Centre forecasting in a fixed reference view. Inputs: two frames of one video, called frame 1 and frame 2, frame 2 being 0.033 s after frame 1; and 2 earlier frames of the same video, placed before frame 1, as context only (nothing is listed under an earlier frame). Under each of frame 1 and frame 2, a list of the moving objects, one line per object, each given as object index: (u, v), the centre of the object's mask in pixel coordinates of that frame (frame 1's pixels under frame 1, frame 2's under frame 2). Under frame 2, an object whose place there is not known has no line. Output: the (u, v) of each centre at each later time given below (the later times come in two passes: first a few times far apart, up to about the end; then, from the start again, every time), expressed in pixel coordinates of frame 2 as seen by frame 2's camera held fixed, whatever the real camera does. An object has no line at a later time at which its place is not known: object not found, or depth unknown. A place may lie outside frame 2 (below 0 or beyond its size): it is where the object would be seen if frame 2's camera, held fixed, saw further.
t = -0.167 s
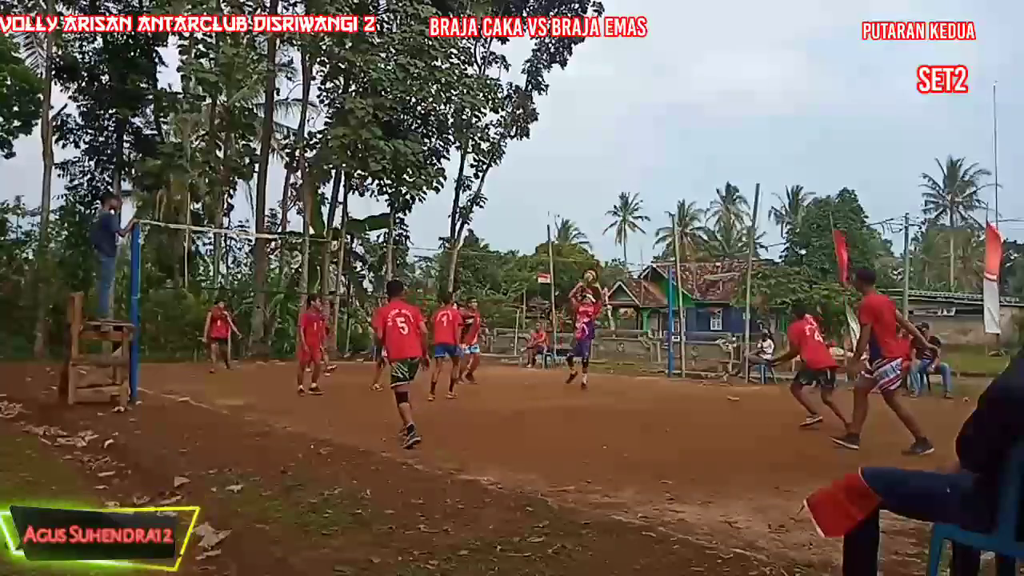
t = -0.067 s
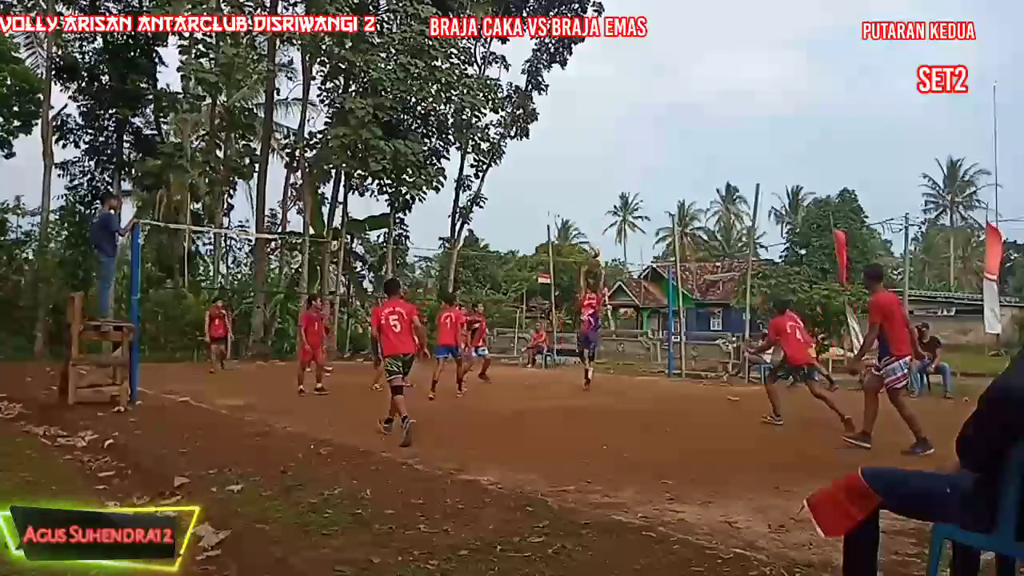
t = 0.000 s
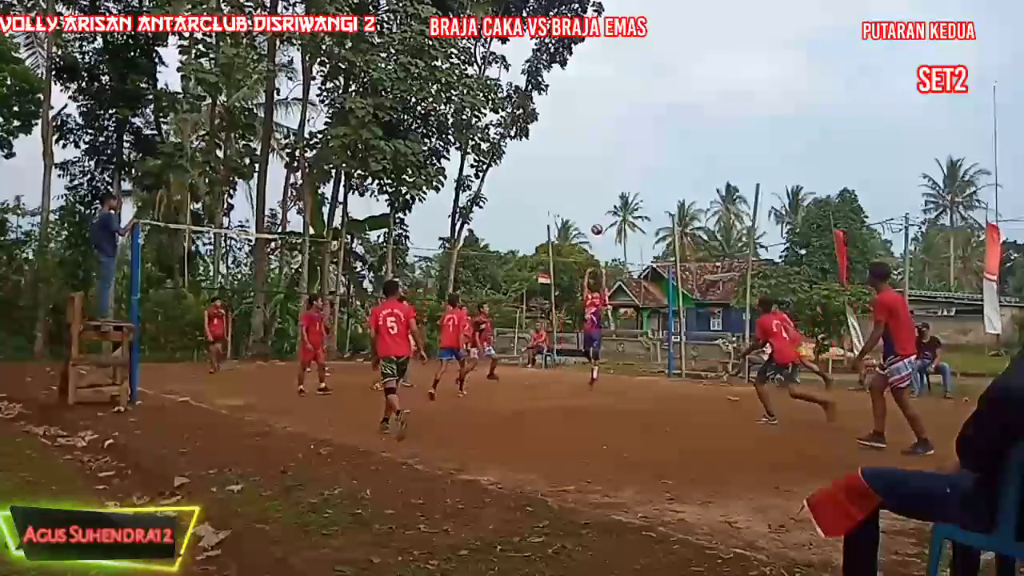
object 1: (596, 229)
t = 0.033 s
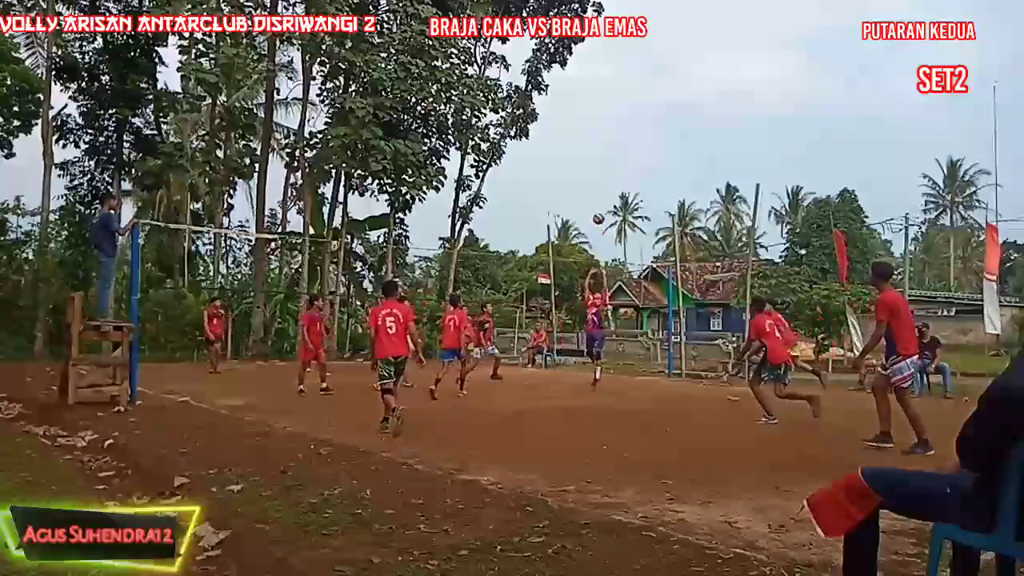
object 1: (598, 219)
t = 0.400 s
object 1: (617, 149)
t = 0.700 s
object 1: (631, 145)
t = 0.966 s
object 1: (642, 179)
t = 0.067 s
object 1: (600, 209)
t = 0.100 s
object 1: (601, 200)
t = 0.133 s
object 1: (603, 192)
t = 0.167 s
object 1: (605, 184)
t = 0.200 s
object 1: (607, 177)
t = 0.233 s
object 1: (608, 171)
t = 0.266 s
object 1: (610, 165)
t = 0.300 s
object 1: (612, 160)
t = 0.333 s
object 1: (614, 155)
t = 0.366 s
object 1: (615, 152)
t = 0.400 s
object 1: (617, 149)
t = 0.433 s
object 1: (618, 146)
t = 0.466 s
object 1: (620, 144)
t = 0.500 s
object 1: (622, 142)
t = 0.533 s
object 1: (623, 141)
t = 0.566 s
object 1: (625, 141)
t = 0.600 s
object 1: (626, 141)
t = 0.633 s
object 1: (628, 142)
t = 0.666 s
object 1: (629, 143)
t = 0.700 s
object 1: (631, 145)
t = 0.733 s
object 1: (632, 147)
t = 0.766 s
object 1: (634, 150)
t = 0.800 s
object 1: (635, 154)
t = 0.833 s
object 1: (637, 158)
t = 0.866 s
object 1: (638, 162)
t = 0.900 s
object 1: (639, 167)
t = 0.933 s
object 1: (641, 173)
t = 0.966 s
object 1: (642, 179)
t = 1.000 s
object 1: (644, 186)
